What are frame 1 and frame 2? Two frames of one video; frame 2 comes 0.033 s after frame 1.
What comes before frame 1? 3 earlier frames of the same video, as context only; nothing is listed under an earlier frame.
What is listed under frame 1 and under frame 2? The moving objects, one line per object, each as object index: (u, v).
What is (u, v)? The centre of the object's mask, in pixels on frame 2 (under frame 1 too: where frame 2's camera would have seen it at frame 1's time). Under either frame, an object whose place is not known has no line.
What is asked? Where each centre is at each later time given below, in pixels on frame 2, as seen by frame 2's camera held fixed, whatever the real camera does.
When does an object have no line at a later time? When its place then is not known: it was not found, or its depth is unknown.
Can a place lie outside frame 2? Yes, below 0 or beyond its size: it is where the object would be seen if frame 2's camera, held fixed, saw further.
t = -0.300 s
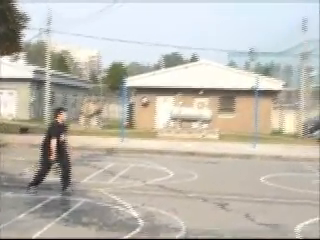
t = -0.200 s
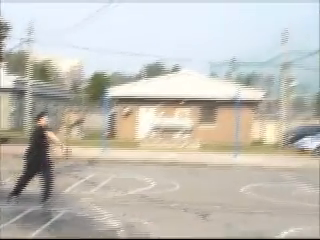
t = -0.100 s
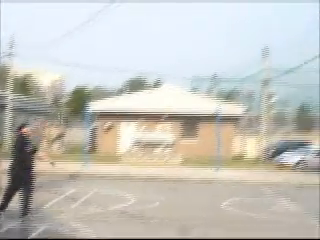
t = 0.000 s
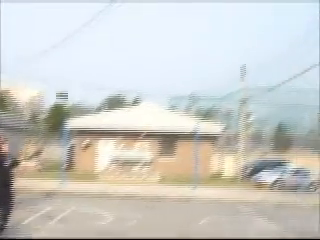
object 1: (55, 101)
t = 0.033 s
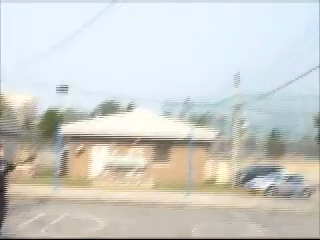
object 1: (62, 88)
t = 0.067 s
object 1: (67, 77)
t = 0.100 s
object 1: (73, 67)
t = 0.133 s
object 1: (80, 57)
